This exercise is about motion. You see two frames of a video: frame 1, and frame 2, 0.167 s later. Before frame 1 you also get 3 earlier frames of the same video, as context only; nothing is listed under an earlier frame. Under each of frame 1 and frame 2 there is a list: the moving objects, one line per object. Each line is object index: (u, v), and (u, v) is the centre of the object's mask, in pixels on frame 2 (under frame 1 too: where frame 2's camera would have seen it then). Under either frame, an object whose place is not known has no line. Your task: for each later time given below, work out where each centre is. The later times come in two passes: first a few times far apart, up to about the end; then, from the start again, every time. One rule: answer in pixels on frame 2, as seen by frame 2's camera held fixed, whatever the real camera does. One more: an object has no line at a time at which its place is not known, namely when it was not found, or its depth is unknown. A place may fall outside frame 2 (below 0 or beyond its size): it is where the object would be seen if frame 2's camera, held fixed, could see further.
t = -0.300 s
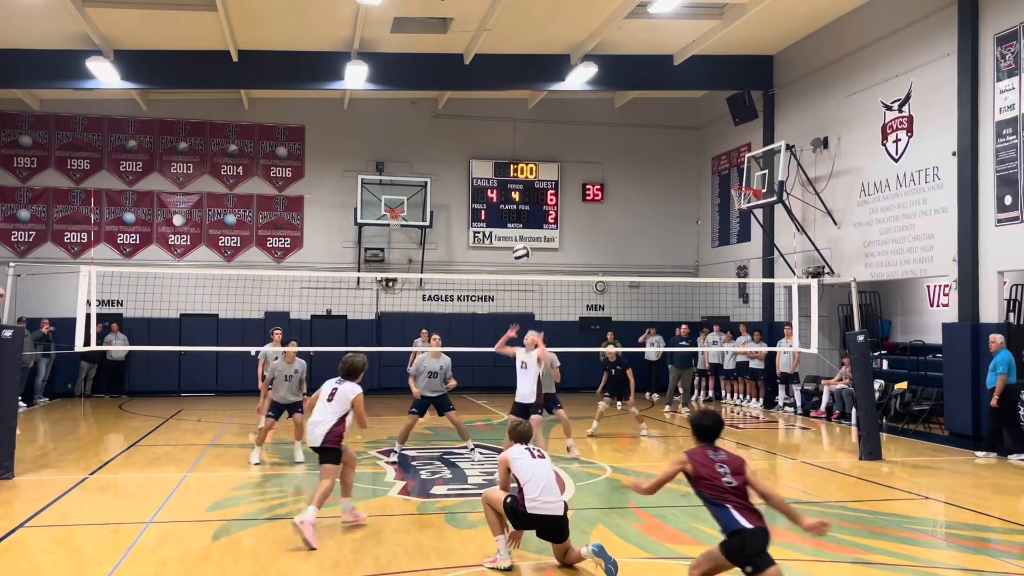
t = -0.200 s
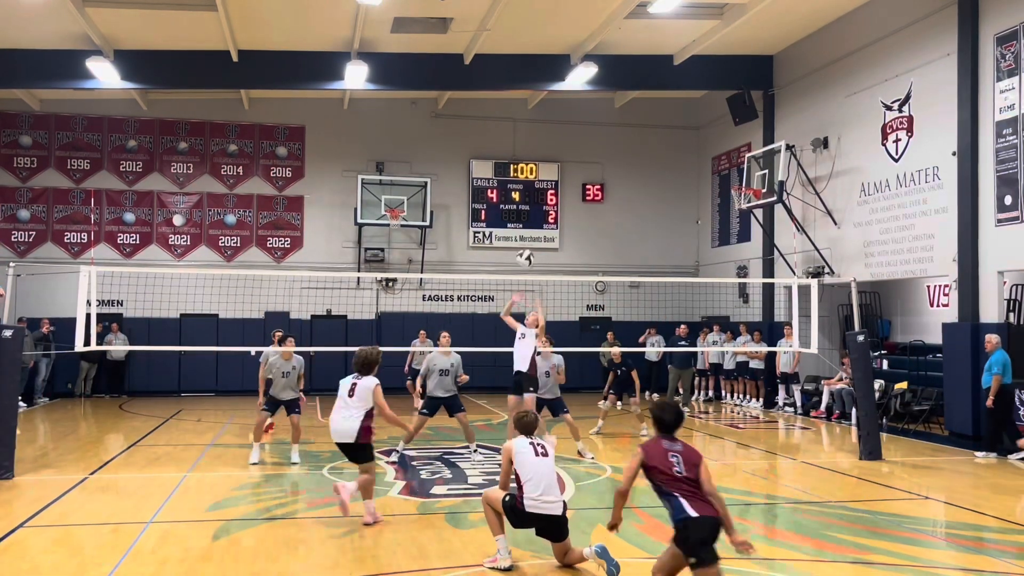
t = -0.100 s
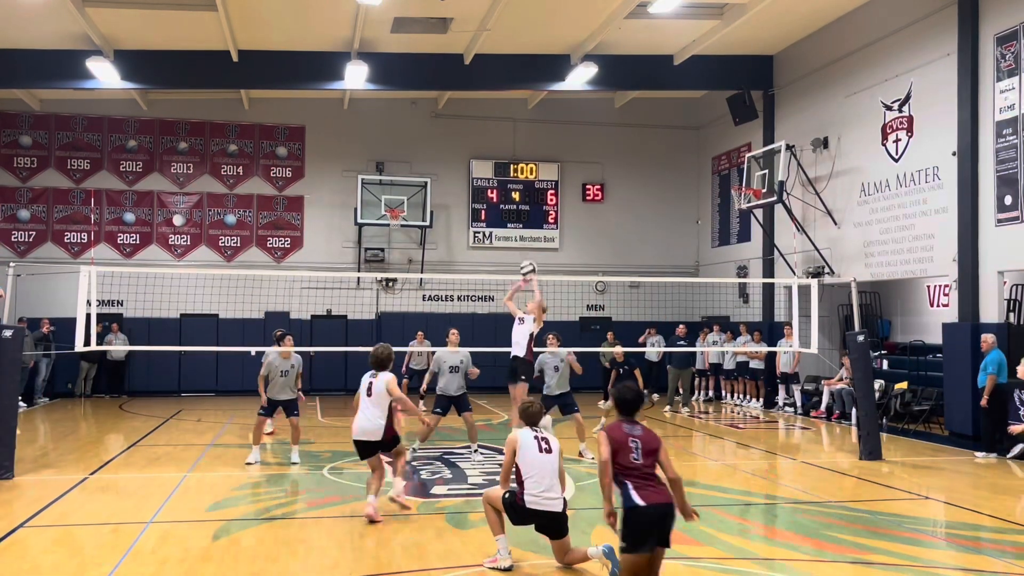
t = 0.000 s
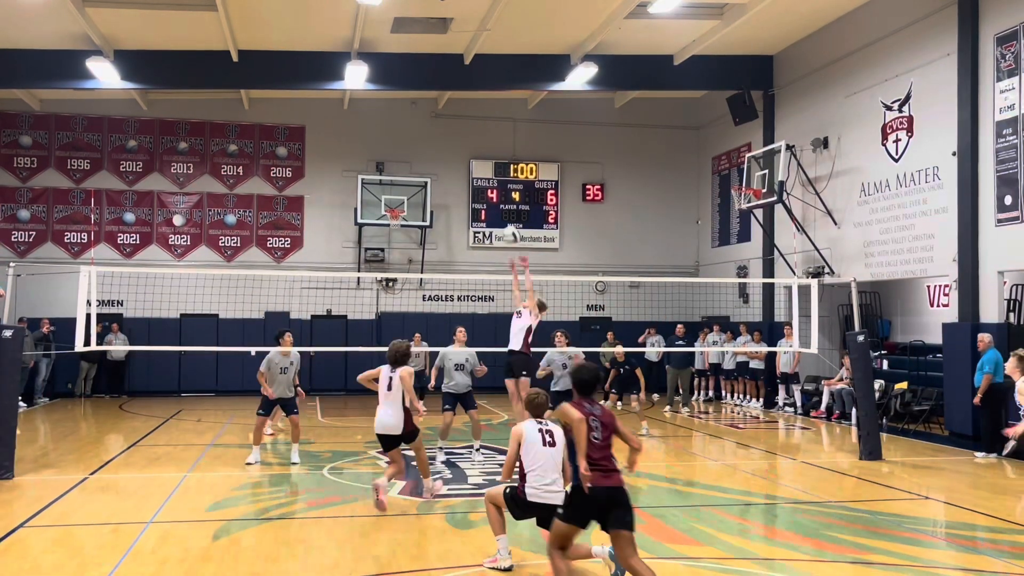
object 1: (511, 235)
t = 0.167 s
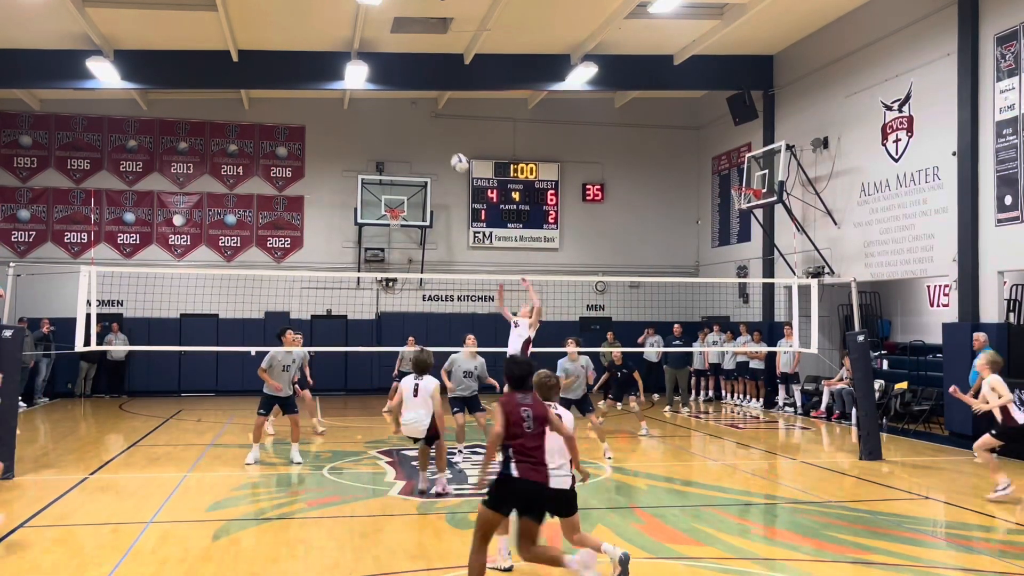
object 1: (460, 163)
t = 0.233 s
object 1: (439, 139)
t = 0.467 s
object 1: (368, 86)
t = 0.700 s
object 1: (296, 75)
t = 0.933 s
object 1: (224, 112)
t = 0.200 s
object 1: (449, 151)
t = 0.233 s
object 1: (439, 139)
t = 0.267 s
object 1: (429, 129)
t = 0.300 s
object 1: (418, 119)
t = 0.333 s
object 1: (408, 111)
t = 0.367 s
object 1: (399, 104)
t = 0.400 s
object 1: (388, 97)
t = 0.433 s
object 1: (379, 91)
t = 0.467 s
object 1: (368, 86)
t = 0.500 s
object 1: (358, 82)
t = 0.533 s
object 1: (347, 78)
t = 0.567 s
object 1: (336, 75)
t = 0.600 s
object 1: (327, 74)
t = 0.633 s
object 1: (317, 74)
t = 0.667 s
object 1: (306, 74)
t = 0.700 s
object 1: (296, 75)
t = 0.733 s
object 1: (286, 78)
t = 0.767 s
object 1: (275, 81)
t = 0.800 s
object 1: (265, 85)
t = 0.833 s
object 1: (255, 90)
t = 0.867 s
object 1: (245, 96)
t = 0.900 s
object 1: (234, 104)
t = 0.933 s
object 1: (224, 112)
